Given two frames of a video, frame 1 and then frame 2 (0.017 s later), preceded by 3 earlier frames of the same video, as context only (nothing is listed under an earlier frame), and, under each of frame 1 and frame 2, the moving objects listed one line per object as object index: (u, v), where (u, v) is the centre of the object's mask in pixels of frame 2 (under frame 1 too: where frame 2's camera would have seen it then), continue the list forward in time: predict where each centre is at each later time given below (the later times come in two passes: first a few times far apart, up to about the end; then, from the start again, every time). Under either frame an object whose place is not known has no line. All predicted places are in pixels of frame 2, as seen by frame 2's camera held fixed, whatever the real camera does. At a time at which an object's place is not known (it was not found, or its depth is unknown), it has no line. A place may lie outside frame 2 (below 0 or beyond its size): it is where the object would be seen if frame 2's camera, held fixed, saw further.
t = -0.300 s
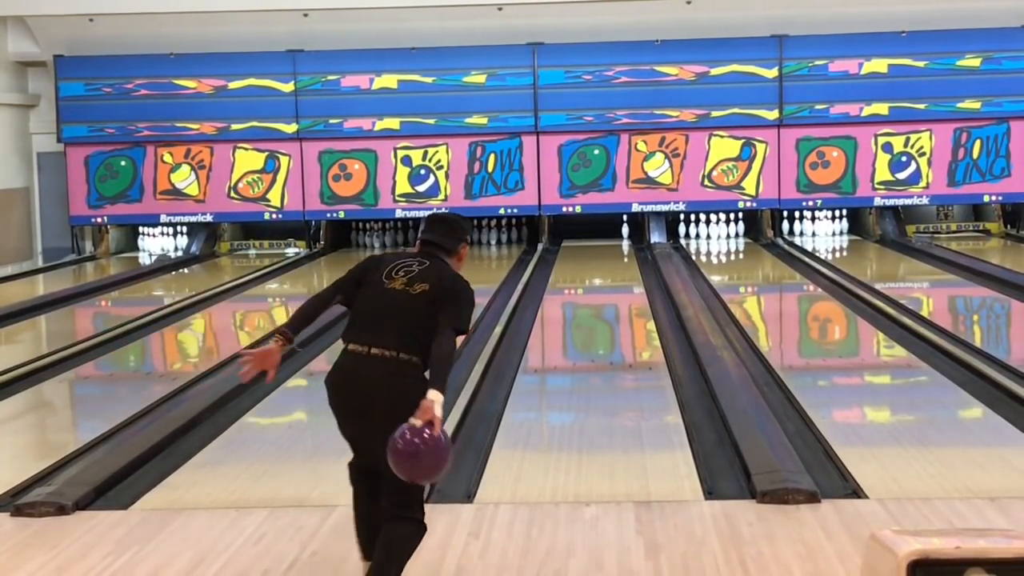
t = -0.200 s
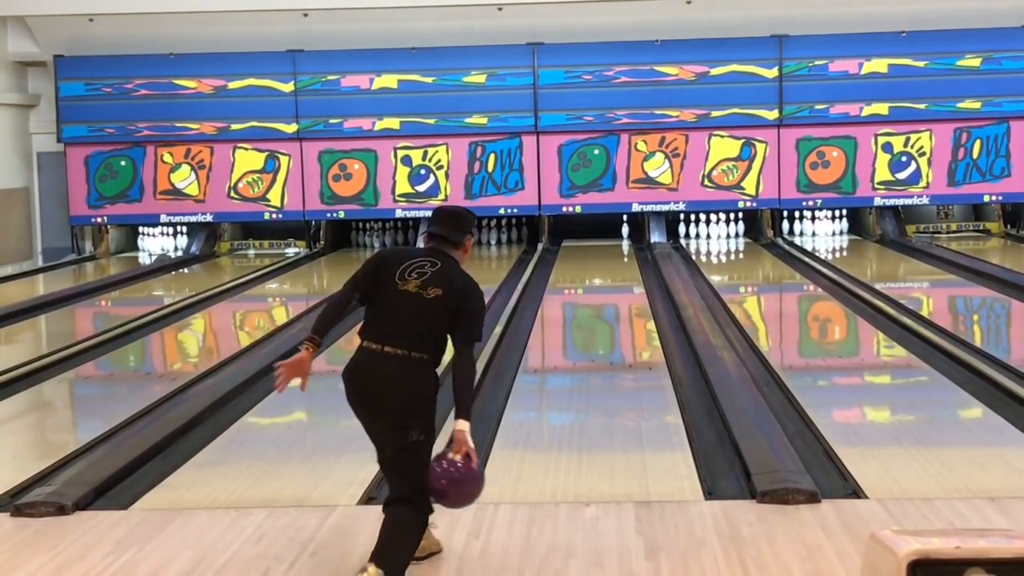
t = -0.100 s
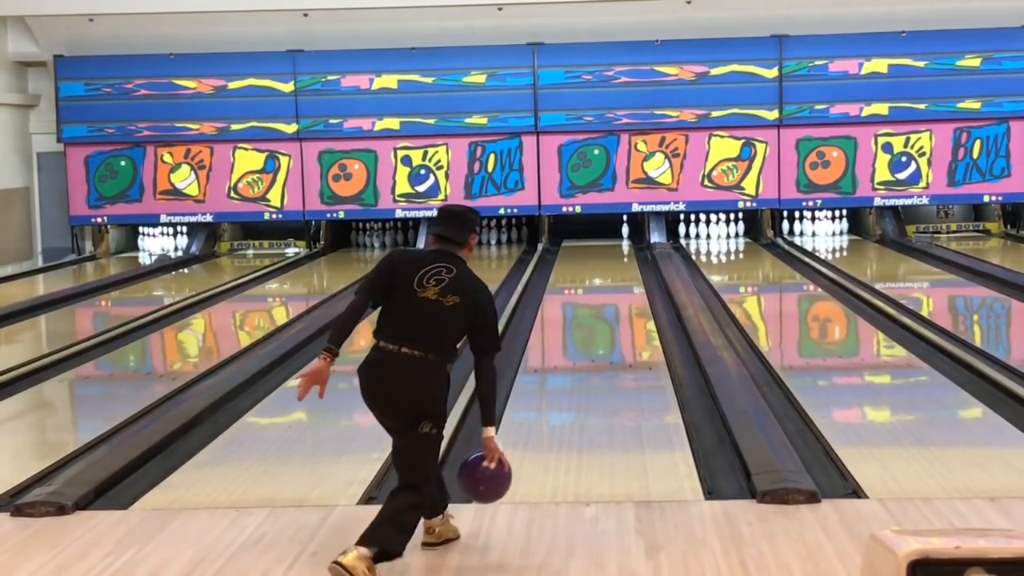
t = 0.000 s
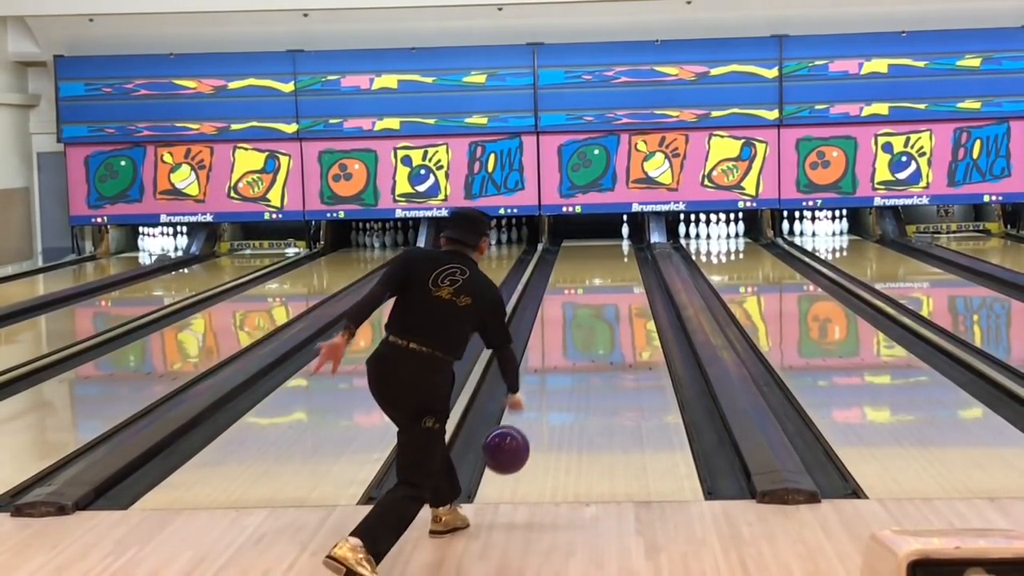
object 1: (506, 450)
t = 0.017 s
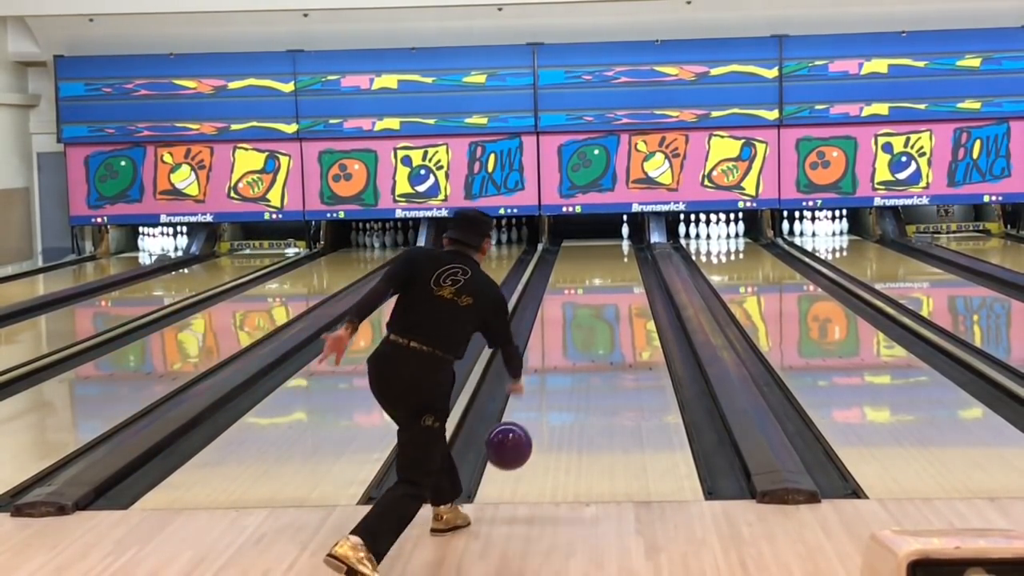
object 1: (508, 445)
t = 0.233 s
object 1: (540, 433)
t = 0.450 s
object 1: (561, 391)
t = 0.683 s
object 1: (578, 357)
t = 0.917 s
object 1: (591, 332)
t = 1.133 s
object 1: (601, 312)
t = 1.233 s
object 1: (604, 305)
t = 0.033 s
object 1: (511, 442)
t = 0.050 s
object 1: (514, 439)
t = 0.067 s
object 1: (516, 437)
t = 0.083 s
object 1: (519, 436)
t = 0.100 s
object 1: (521, 435)
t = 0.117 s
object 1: (524, 435)
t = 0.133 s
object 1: (526, 435)
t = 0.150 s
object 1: (529, 436)
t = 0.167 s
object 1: (531, 437)
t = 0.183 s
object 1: (533, 439)
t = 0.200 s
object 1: (536, 441)
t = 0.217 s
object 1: (538, 437)
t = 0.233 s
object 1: (540, 433)
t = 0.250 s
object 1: (541, 430)
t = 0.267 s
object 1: (543, 425)
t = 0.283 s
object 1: (545, 422)
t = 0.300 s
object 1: (547, 419)
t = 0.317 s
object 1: (548, 415)
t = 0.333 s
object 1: (550, 411)
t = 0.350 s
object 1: (552, 408)
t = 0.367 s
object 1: (553, 406)
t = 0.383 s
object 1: (555, 403)
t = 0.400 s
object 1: (556, 399)
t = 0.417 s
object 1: (558, 396)
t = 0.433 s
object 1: (560, 393)
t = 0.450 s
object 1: (561, 391)
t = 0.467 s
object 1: (562, 388)
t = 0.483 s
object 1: (564, 385)
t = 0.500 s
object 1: (565, 382)
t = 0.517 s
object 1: (566, 380)
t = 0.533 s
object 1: (567, 377)
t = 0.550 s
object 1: (569, 375)
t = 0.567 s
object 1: (570, 373)
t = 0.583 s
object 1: (571, 370)
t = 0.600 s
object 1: (572, 368)
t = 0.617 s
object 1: (574, 366)
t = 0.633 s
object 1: (575, 363)
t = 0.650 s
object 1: (576, 361)
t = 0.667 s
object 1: (577, 359)
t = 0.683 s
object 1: (578, 357)
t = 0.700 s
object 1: (579, 355)
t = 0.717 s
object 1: (580, 353)
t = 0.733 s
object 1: (581, 351)
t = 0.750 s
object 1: (582, 349)
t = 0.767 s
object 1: (583, 347)
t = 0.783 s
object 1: (584, 345)
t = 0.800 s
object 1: (585, 344)
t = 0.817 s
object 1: (586, 342)
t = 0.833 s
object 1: (587, 340)
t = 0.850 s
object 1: (587, 338)
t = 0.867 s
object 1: (589, 337)
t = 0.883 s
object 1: (589, 335)
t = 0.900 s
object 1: (590, 333)
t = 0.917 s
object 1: (591, 332)
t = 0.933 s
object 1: (593, 331)
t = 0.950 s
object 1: (594, 328)
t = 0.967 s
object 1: (594, 327)
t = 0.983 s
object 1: (594, 325)
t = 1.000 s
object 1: (595, 324)
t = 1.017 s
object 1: (596, 323)
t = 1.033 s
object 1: (596, 321)
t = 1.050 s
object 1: (597, 319)
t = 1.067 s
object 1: (598, 318)
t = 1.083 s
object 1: (599, 317)
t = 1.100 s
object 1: (599, 315)
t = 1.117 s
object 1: (600, 314)
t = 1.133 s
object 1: (601, 312)
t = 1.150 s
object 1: (601, 311)
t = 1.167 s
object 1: (602, 309)
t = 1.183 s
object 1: (603, 308)
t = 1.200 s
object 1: (603, 307)
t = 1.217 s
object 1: (604, 306)
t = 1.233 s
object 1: (604, 305)
